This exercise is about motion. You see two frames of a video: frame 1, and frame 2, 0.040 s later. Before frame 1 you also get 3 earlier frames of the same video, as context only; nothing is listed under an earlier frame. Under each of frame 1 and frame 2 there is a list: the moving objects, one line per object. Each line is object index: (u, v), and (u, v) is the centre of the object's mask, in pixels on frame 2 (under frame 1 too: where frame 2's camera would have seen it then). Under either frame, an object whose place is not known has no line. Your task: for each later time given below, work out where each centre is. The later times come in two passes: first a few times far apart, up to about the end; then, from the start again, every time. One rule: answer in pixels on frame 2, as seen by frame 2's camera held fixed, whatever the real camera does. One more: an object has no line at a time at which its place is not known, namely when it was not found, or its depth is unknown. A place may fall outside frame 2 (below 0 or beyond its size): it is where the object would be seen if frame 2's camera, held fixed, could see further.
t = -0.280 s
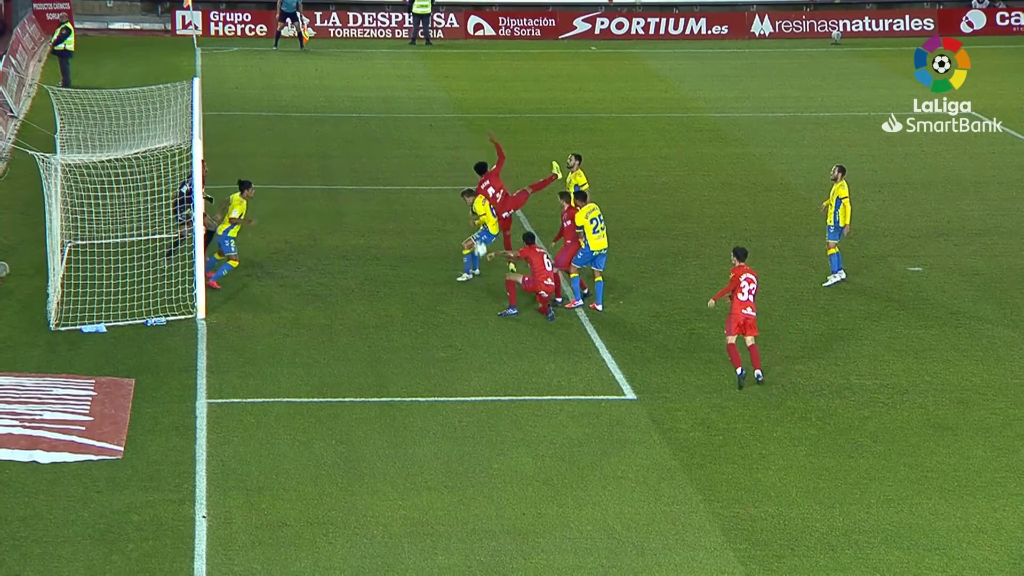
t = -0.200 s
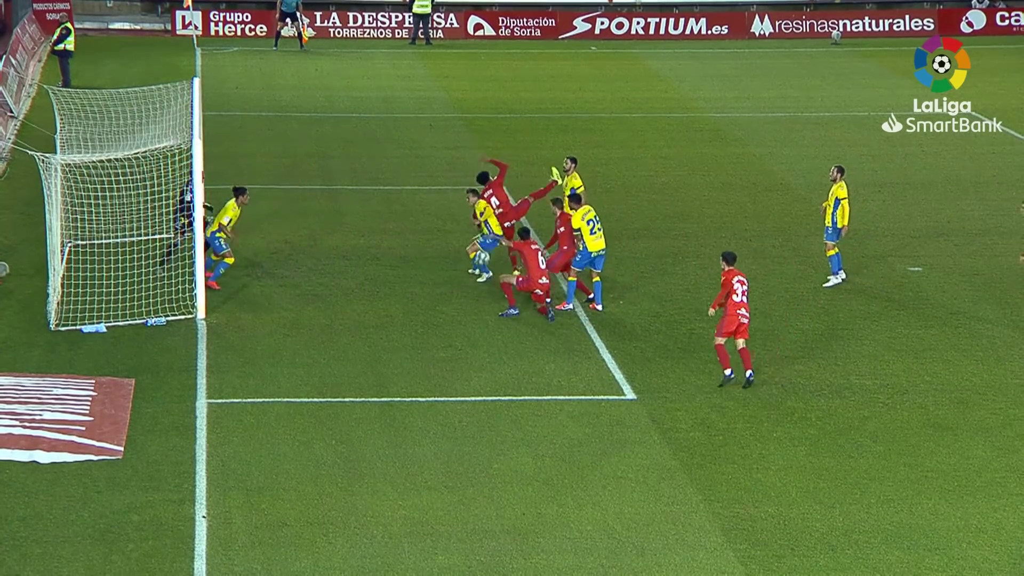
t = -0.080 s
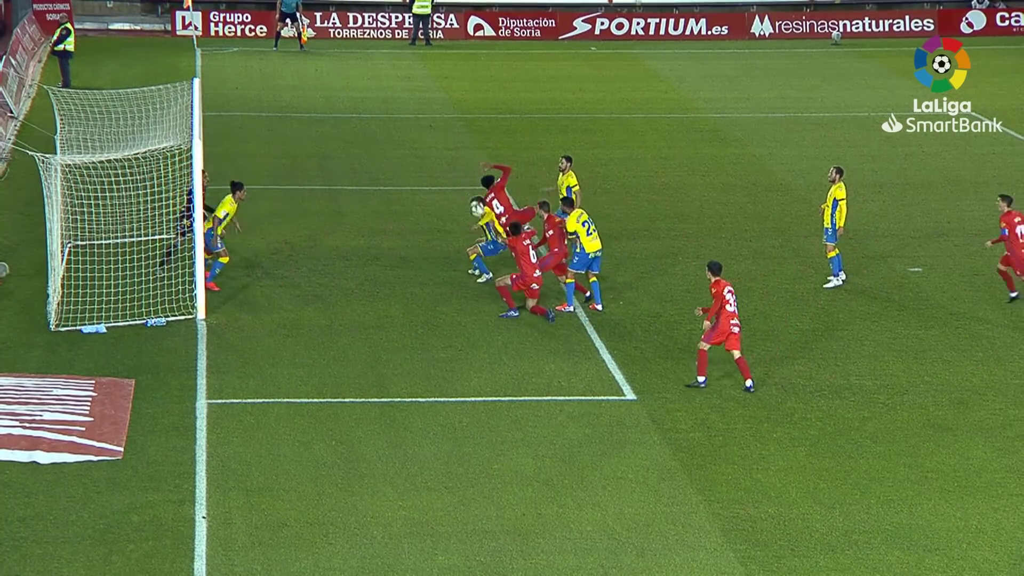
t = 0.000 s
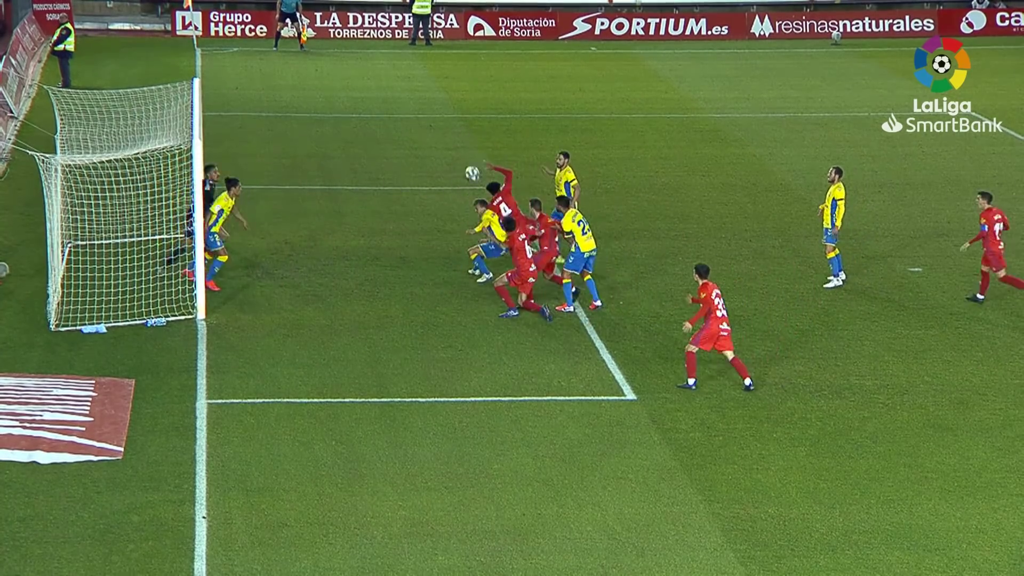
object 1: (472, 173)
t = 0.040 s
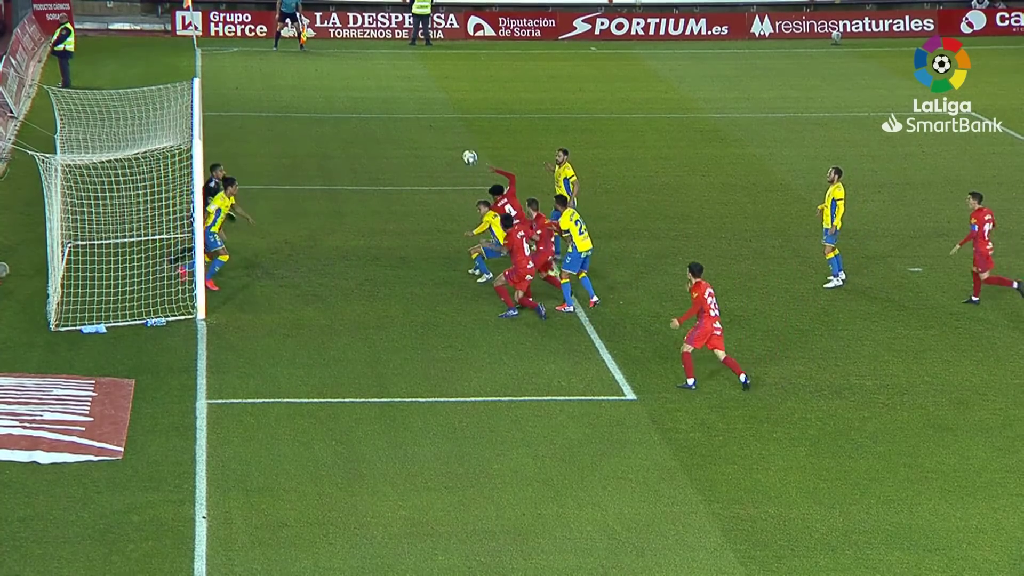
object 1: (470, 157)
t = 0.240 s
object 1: (460, 103)
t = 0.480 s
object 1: (446, 56)
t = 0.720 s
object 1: (433, 41)
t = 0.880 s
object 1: (423, 47)
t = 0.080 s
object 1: (468, 150)
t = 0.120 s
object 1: (466, 135)
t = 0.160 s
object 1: (464, 121)
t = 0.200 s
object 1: (461, 109)
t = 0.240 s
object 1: (460, 103)
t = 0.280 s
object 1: (457, 92)
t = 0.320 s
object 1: (455, 82)
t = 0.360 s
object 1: (452, 73)
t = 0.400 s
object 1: (451, 70)
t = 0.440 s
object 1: (448, 62)
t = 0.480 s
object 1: (446, 56)
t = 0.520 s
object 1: (443, 50)
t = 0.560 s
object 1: (442, 48)
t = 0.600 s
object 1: (439, 45)
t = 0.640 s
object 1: (437, 43)
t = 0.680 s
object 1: (435, 41)
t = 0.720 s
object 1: (433, 41)
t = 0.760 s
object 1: (430, 41)
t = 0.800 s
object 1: (428, 42)
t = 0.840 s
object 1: (426, 44)
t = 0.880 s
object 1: (423, 47)
